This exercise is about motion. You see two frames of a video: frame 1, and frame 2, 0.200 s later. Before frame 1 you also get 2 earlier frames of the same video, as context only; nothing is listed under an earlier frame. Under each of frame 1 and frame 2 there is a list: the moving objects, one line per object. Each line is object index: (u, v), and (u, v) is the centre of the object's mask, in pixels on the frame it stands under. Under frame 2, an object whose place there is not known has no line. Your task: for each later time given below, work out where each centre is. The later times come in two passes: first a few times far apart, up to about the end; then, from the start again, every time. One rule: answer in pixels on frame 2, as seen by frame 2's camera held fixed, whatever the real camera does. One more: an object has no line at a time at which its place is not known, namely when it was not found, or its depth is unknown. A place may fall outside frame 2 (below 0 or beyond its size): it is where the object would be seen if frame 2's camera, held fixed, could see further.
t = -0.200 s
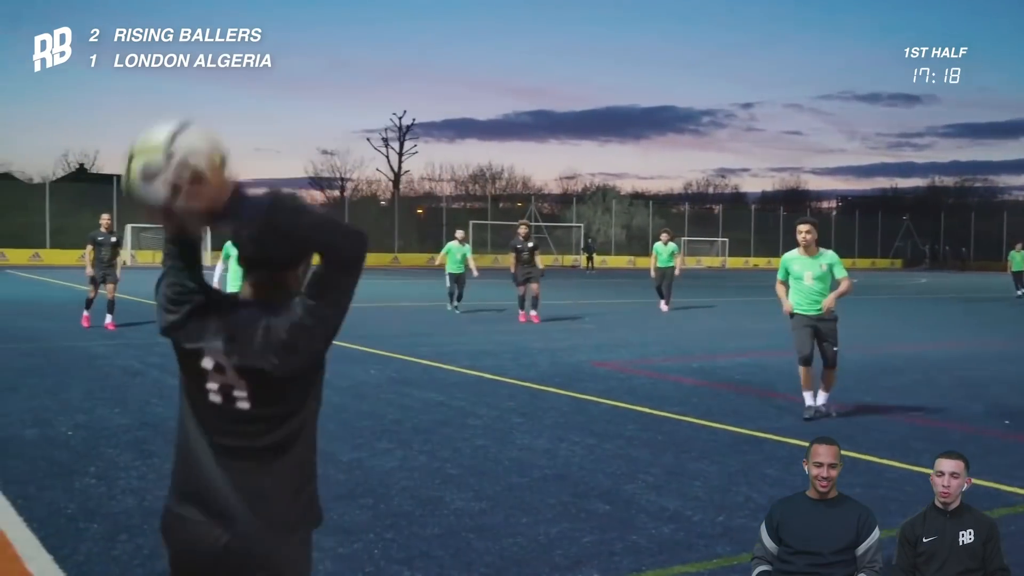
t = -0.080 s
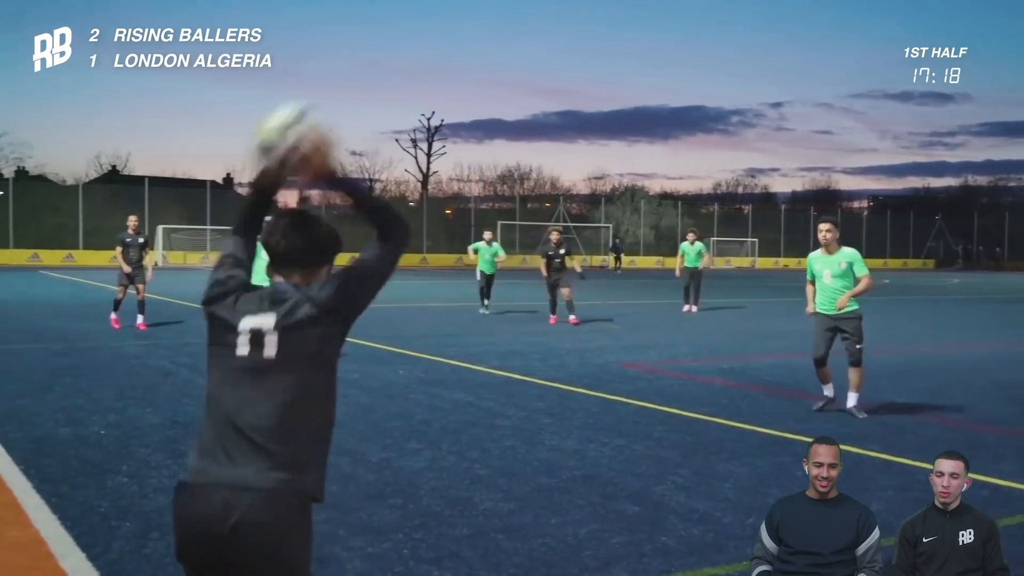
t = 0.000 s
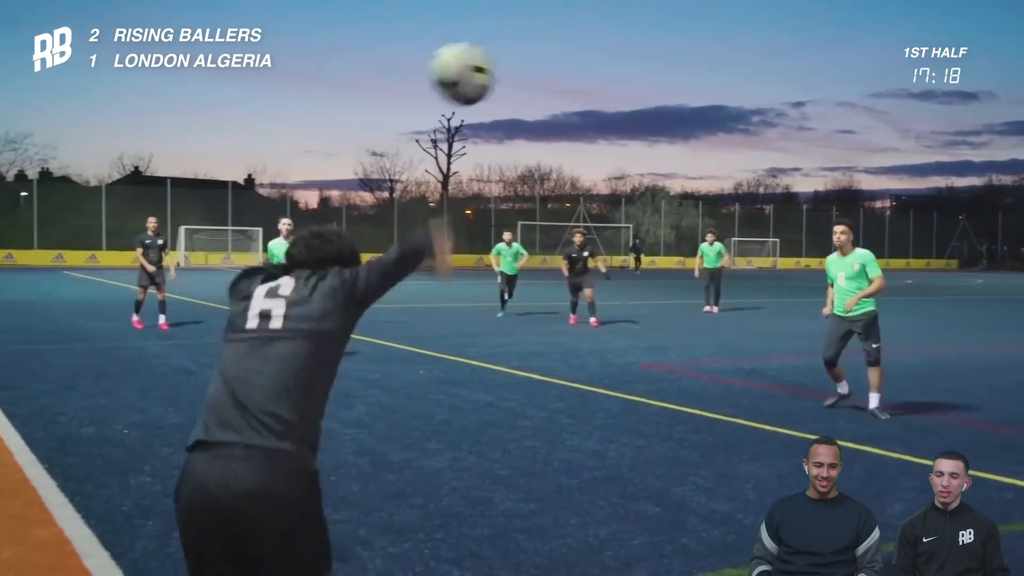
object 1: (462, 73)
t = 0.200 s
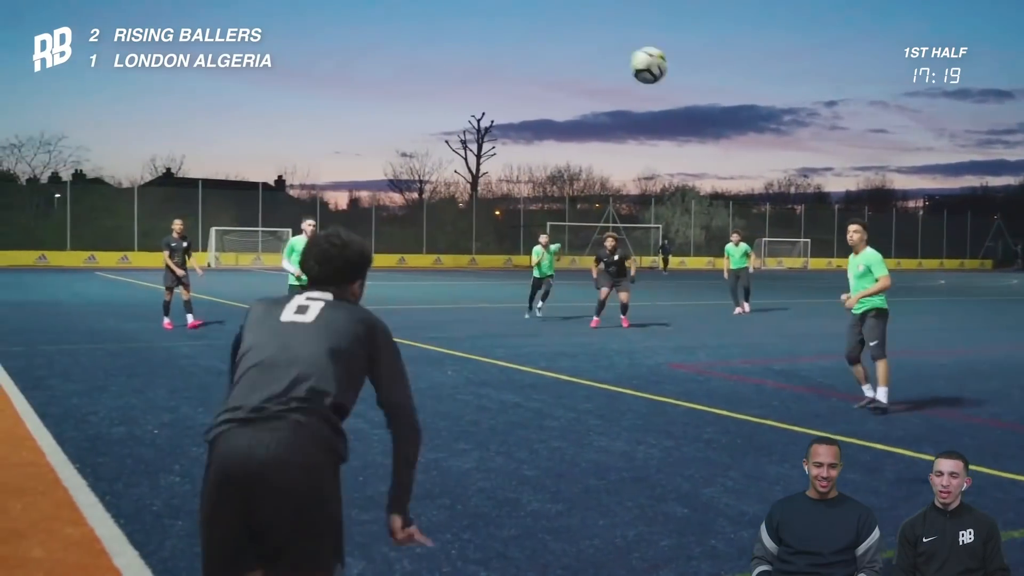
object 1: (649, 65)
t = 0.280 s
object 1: (674, 75)
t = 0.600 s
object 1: (724, 126)
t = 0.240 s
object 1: (663, 69)
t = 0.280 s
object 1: (674, 75)
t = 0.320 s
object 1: (684, 82)
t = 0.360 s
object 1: (691, 87)
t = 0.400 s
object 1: (697, 93)
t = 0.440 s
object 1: (703, 99)
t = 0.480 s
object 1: (709, 105)
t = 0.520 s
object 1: (714, 112)
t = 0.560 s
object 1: (718, 119)
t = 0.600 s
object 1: (724, 126)
